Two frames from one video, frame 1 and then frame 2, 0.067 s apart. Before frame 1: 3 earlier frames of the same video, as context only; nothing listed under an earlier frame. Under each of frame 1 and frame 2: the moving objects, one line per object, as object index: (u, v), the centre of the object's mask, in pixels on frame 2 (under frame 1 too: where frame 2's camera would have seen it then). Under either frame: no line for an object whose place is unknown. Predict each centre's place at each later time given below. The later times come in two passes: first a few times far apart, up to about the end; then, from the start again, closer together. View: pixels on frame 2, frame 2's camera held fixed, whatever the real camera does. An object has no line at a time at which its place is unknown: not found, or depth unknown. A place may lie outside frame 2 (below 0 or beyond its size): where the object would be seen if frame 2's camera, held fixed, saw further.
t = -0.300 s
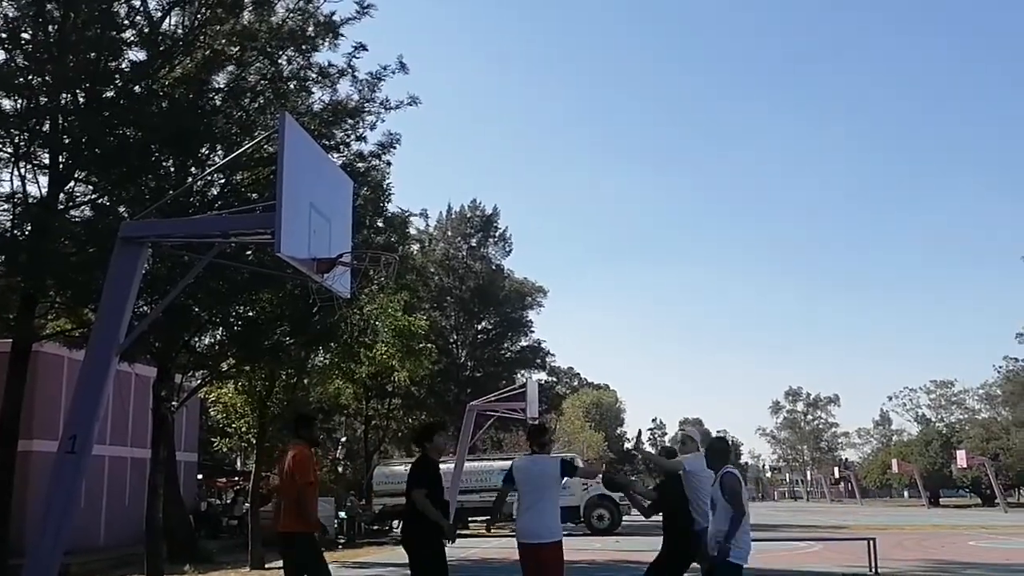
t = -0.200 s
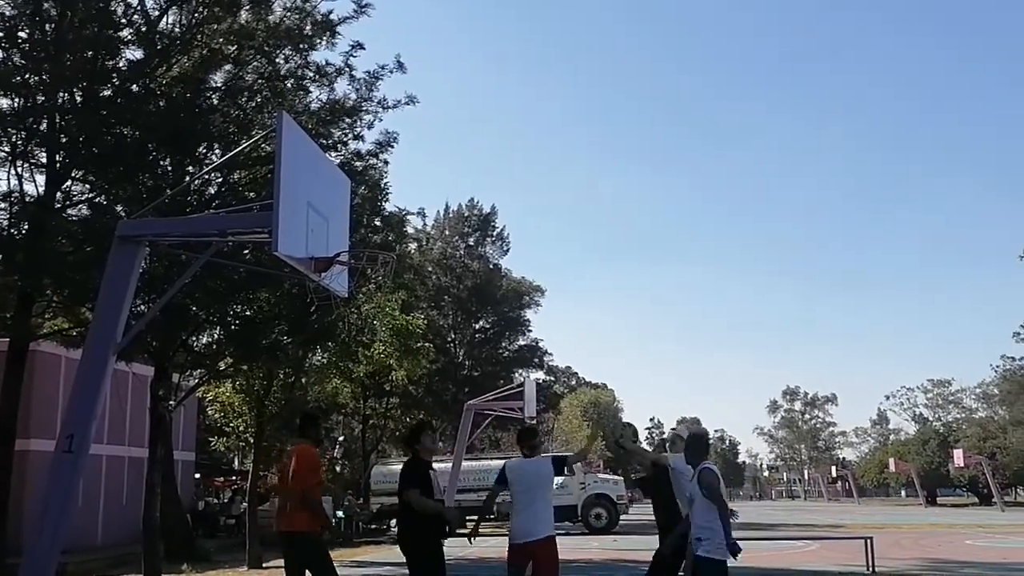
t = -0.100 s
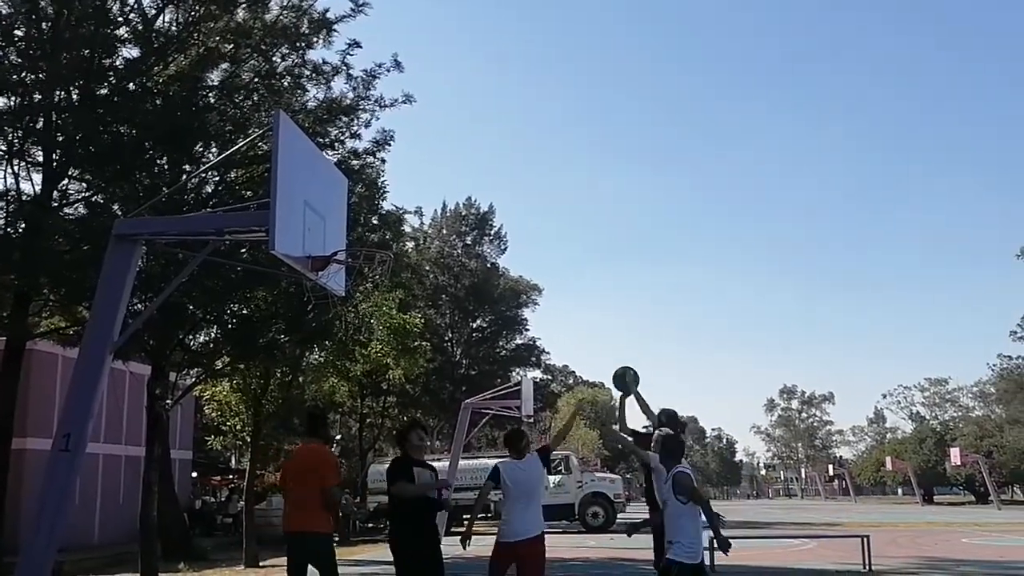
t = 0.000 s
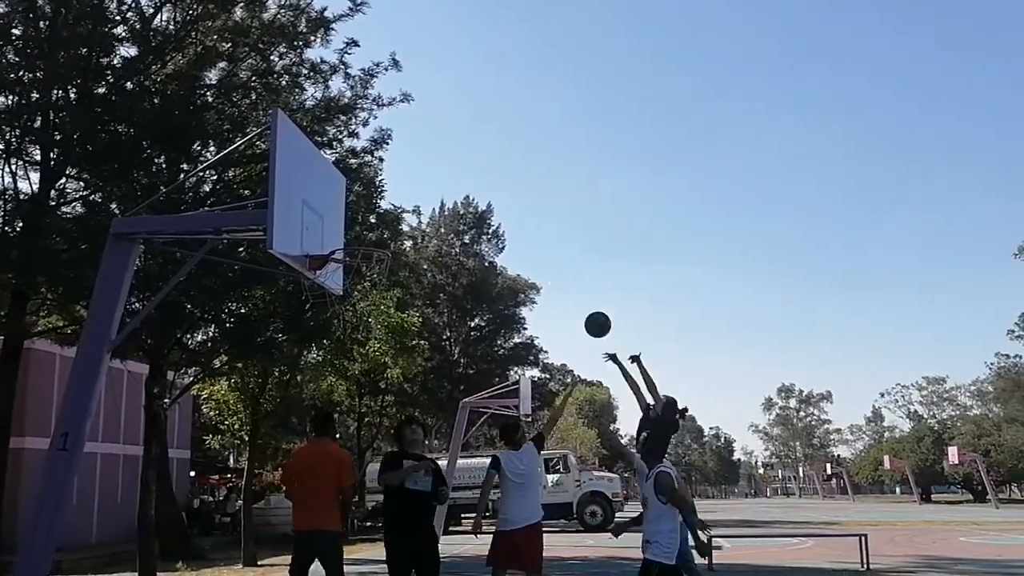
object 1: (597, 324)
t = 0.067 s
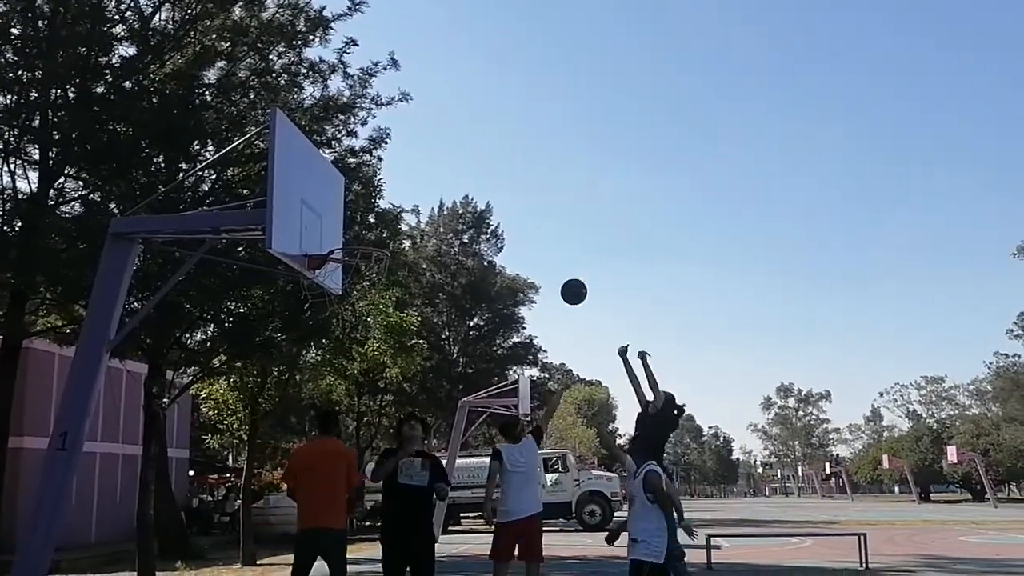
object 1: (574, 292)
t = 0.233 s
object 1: (517, 230)
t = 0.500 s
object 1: (423, 189)
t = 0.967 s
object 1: (389, 230)
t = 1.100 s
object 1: (427, 224)
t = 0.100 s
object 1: (562, 277)
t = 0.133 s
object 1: (551, 264)
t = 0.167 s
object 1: (539, 251)
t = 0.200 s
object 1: (528, 240)
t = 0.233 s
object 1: (517, 230)
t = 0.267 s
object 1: (505, 221)
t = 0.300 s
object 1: (493, 213)
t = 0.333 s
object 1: (482, 206)
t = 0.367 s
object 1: (470, 201)
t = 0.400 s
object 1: (459, 196)
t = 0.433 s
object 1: (447, 192)
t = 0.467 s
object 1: (435, 190)
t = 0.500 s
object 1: (423, 189)
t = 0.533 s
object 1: (411, 189)
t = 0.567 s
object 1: (399, 190)
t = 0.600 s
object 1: (386, 192)
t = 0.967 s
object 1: (389, 230)
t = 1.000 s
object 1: (396, 225)
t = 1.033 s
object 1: (409, 224)
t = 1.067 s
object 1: (418, 223)
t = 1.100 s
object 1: (427, 224)
